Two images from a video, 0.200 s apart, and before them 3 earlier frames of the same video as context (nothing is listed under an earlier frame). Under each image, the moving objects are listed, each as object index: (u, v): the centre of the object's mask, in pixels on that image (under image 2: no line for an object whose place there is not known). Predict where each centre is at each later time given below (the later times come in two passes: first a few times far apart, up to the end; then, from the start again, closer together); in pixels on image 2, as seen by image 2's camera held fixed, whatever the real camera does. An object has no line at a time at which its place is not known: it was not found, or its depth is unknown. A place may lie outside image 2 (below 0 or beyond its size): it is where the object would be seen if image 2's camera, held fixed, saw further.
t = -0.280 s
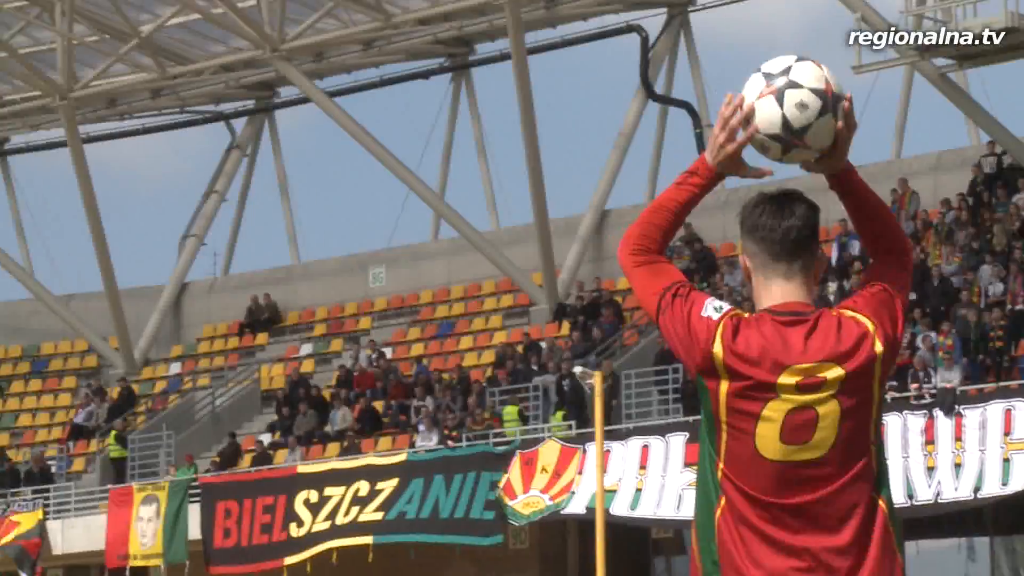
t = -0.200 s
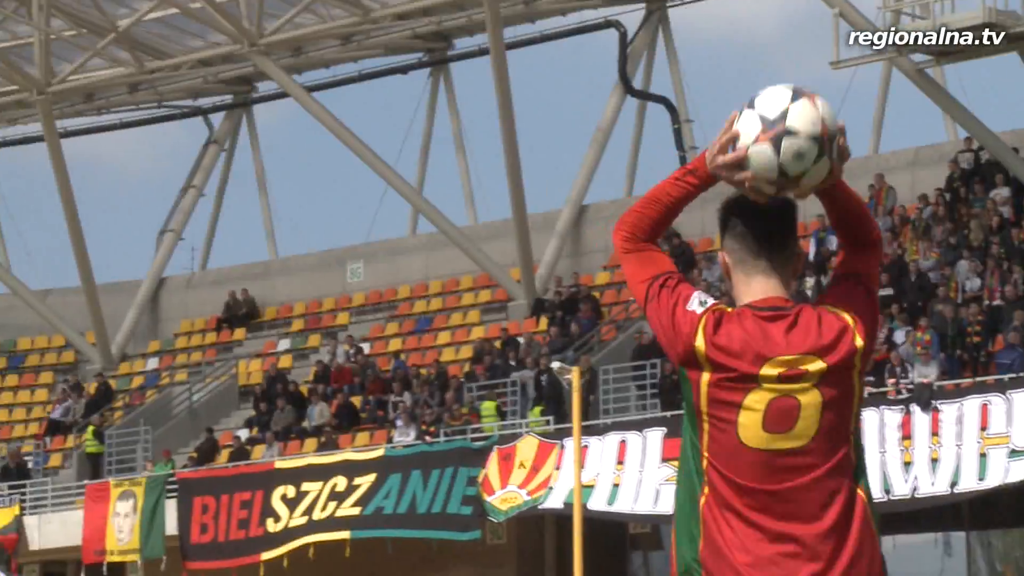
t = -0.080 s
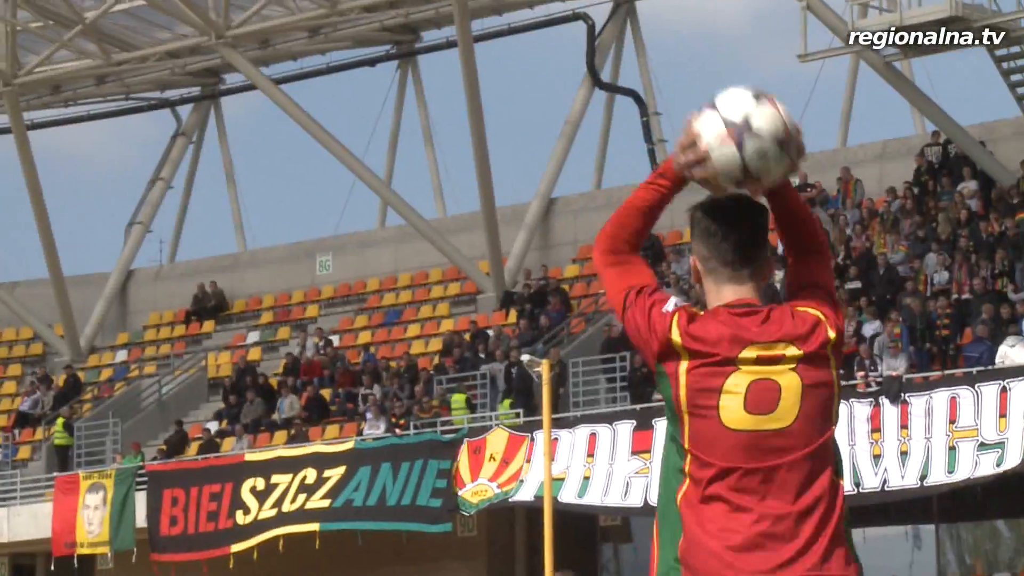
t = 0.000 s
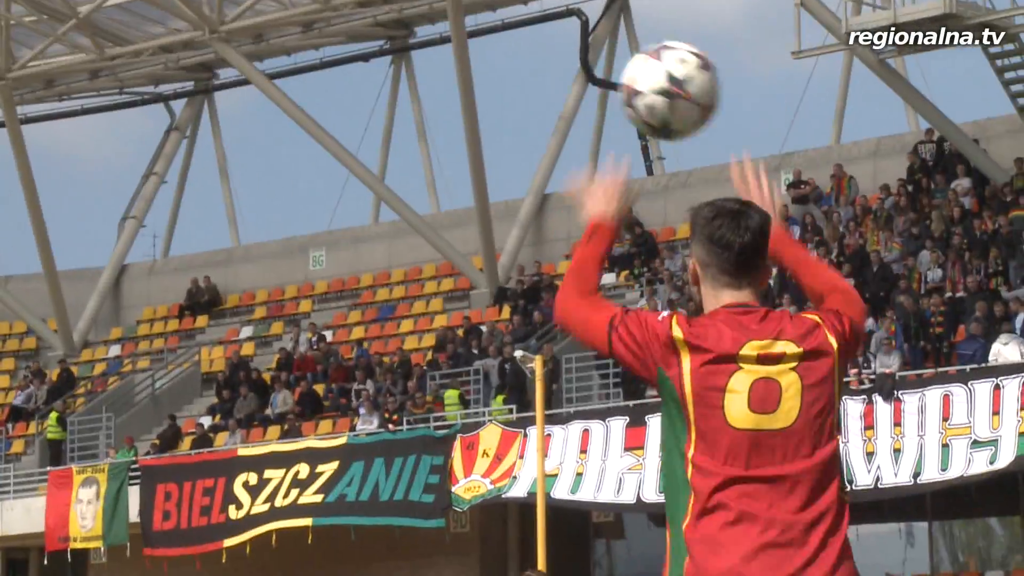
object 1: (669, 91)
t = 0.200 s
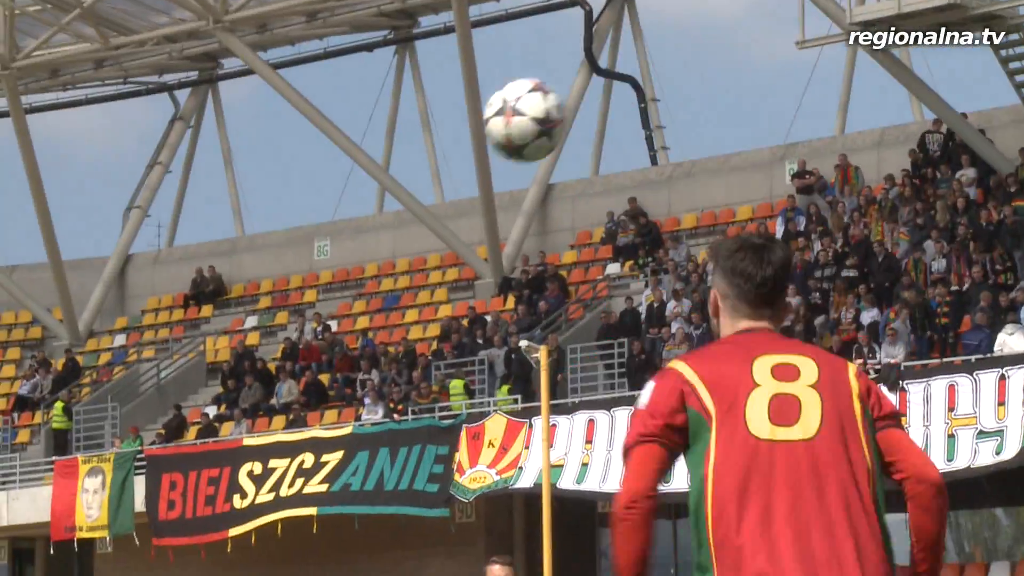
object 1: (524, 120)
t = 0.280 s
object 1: (478, 173)
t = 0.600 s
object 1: (341, 526)
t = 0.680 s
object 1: (312, 639)
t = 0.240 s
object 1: (501, 145)
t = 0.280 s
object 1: (478, 173)
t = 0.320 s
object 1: (457, 207)
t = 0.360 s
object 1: (438, 243)
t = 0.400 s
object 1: (418, 283)
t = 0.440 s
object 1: (400, 328)
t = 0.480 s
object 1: (385, 373)
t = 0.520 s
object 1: (370, 422)
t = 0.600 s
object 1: (341, 526)
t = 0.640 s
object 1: (327, 580)
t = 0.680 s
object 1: (312, 639)
